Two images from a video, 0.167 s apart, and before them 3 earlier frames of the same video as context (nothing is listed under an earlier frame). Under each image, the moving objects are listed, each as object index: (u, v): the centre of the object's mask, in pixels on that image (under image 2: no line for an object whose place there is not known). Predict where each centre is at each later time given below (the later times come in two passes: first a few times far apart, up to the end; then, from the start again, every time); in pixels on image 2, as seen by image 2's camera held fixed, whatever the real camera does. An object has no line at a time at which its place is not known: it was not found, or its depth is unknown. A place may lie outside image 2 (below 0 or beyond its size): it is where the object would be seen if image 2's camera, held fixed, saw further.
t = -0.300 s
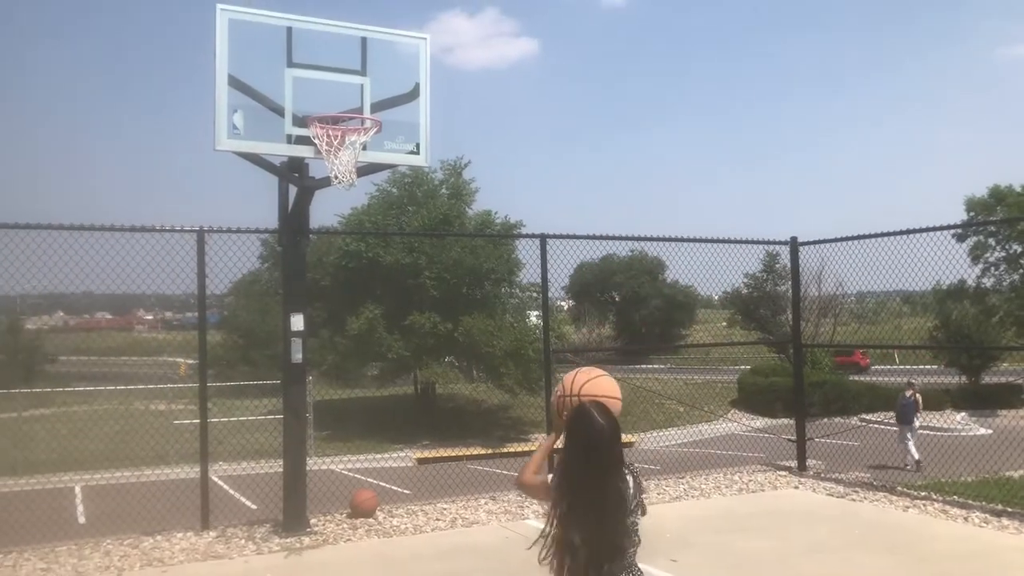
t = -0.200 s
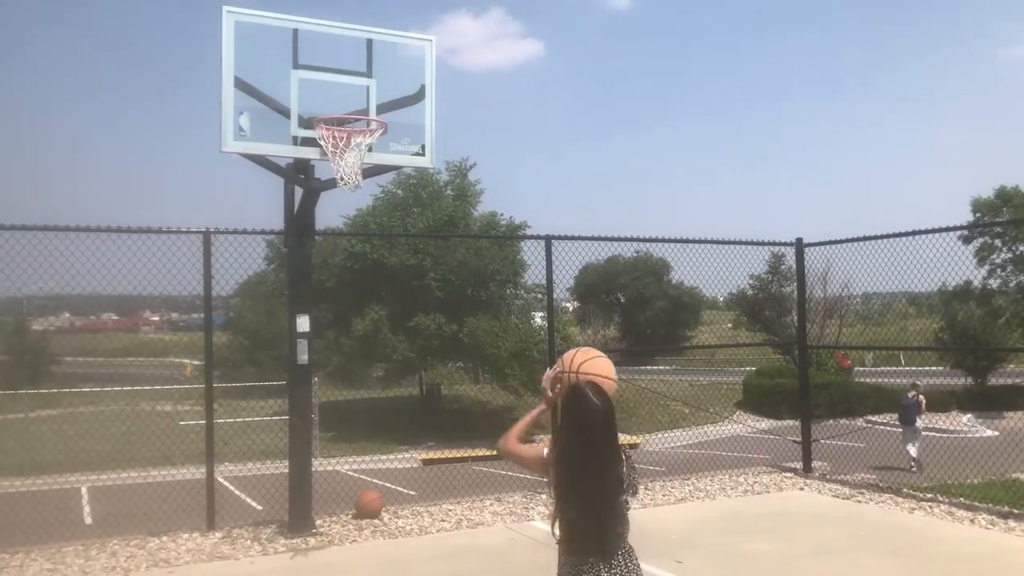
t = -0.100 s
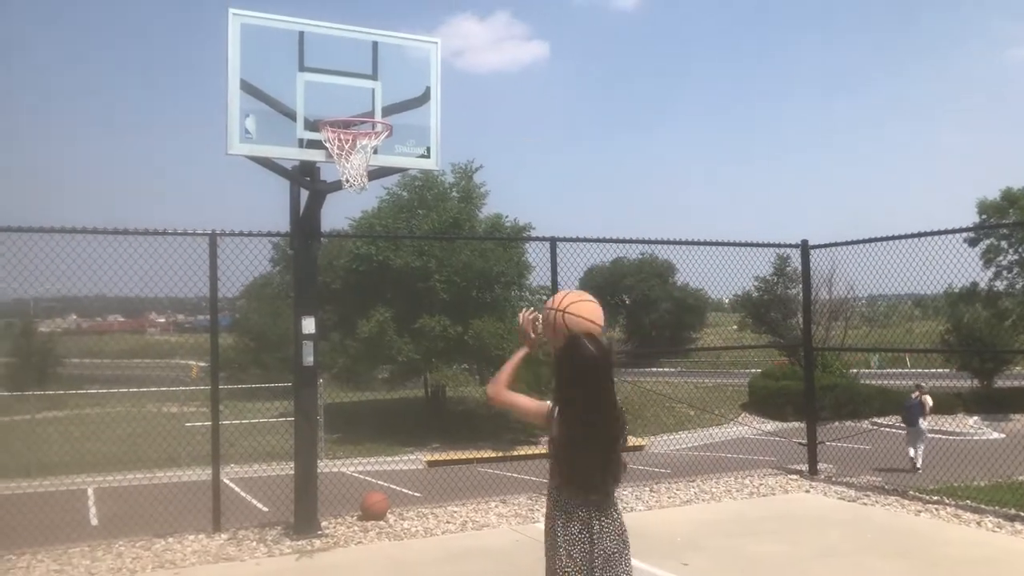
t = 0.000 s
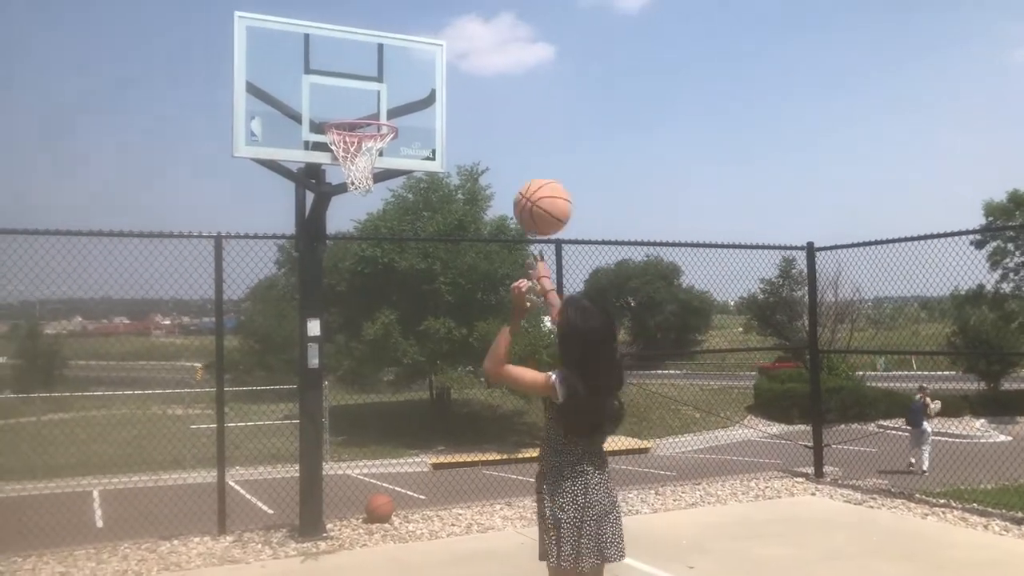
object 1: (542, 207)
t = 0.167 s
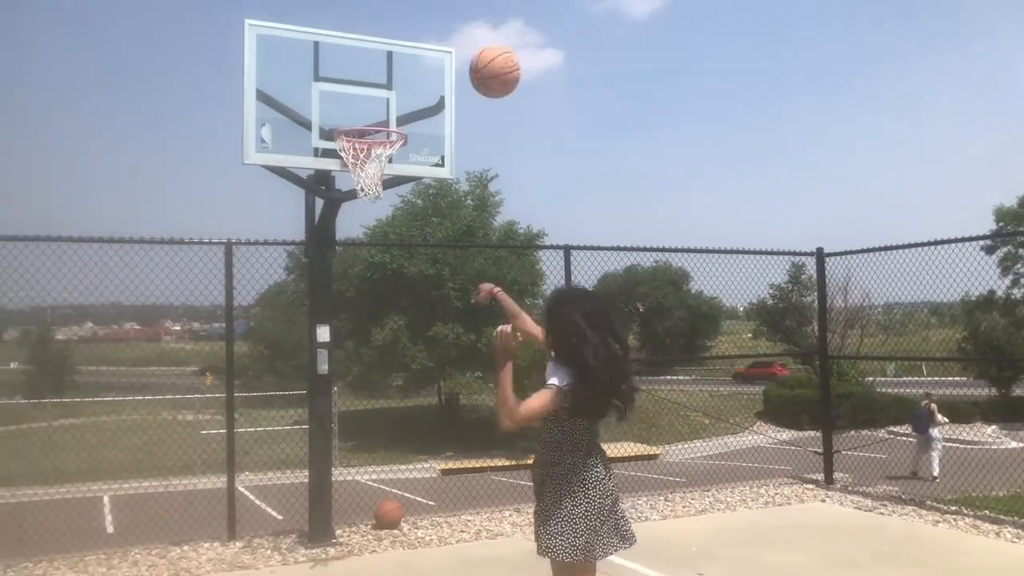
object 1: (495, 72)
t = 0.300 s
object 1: (458, 17)
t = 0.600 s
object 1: (397, 27)
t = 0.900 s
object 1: (359, 136)
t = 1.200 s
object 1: (371, 192)
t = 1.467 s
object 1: (349, 315)
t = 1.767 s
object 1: (322, 579)
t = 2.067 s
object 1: (288, 364)
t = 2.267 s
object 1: (270, 299)
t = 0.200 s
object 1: (485, 54)
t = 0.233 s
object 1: (476, 38)
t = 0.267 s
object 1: (467, 26)
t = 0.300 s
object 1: (458, 17)
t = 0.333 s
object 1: (450, 11)
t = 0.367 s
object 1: (443, 8)
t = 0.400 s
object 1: (435, 5)
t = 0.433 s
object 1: (428, 4)
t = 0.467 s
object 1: (421, 4)
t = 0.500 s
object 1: (415, 7)
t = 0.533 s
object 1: (408, 12)
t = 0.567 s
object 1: (403, 19)
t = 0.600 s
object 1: (397, 27)
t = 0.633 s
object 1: (391, 37)
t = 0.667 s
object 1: (386, 48)
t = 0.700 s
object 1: (380, 61)
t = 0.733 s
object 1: (375, 74)
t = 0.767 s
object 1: (371, 89)
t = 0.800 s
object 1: (366, 106)
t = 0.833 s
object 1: (362, 115)
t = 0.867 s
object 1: (359, 124)
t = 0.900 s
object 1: (359, 136)
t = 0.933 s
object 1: (368, 138)
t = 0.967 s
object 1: (377, 143)
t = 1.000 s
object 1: (385, 148)
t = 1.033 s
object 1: (385, 151)
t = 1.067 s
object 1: (381, 159)
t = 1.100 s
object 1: (380, 166)
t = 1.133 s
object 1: (379, 170)
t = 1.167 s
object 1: (375, 190)
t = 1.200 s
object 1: (371, 192)
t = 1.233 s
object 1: (368, 199)
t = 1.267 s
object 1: (365, 209)
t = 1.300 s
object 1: (362, 223)
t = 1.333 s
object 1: (360, 238)
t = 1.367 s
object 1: (358, 254)
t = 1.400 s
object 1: (354, 273)
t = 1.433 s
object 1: (352, 293)
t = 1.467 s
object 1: (349, 315)
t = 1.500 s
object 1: (347, 339)
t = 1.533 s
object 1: (344, 364)
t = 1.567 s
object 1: (341, 391)
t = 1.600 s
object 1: (338, 422)
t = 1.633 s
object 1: (335, 452)
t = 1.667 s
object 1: (332, 487)
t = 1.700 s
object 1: (328, 522)
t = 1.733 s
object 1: (325, 562)
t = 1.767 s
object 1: (322, 579)
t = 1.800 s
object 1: (319, 547)
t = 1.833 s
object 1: (315, 518)
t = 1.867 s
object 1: (313, 491)
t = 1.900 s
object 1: (308, 465)
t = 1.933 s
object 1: (304, 440)
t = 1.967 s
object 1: (300, 417)
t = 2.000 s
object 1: (297, 399)
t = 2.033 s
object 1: (292, 381)
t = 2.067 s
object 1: (288, 364)
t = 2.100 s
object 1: (285, 349)
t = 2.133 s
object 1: (280, 336)
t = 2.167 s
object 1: (278, 324)
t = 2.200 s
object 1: (275, 314)
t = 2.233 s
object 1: (272, 306)
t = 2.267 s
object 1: (270, 299)
